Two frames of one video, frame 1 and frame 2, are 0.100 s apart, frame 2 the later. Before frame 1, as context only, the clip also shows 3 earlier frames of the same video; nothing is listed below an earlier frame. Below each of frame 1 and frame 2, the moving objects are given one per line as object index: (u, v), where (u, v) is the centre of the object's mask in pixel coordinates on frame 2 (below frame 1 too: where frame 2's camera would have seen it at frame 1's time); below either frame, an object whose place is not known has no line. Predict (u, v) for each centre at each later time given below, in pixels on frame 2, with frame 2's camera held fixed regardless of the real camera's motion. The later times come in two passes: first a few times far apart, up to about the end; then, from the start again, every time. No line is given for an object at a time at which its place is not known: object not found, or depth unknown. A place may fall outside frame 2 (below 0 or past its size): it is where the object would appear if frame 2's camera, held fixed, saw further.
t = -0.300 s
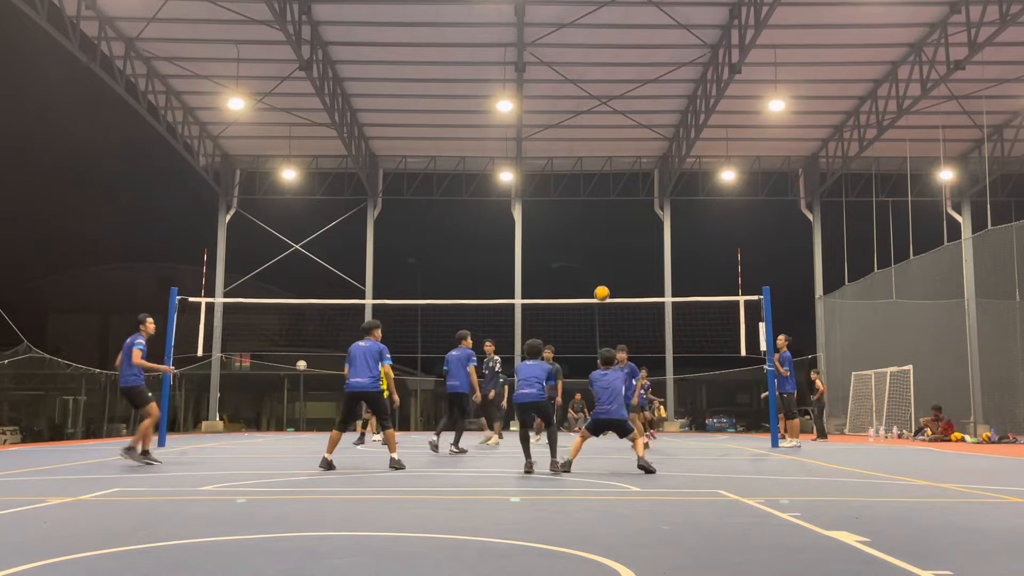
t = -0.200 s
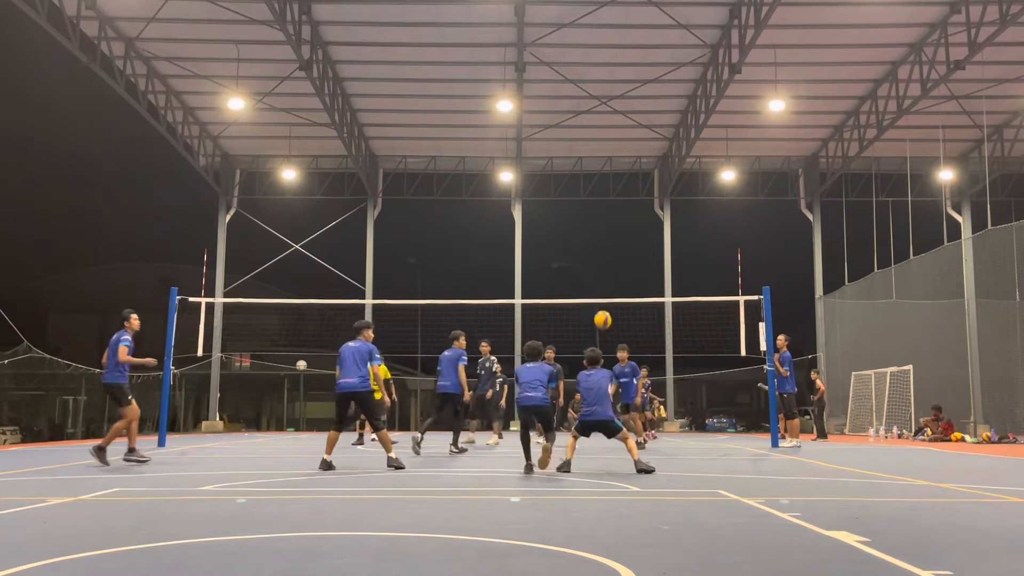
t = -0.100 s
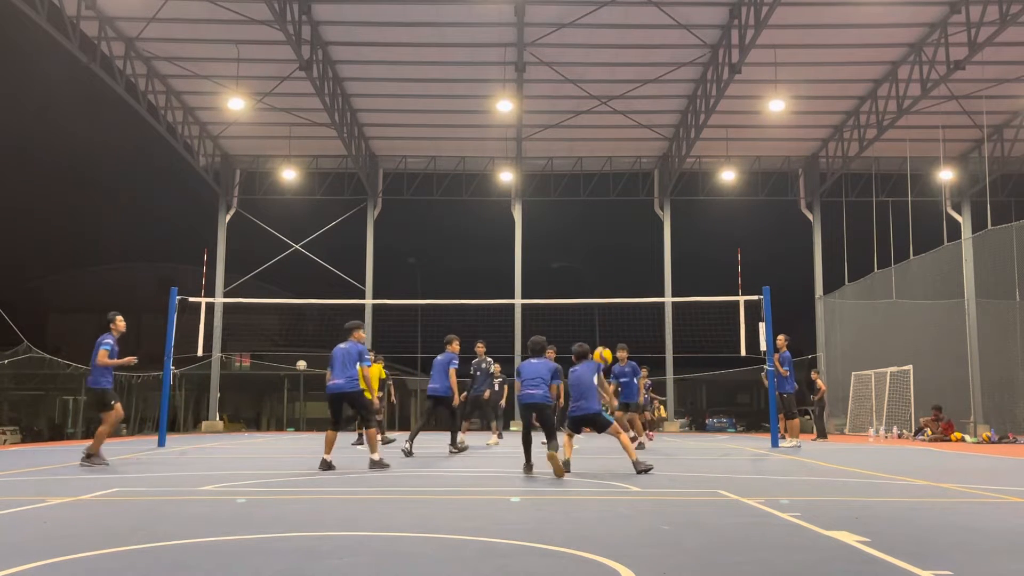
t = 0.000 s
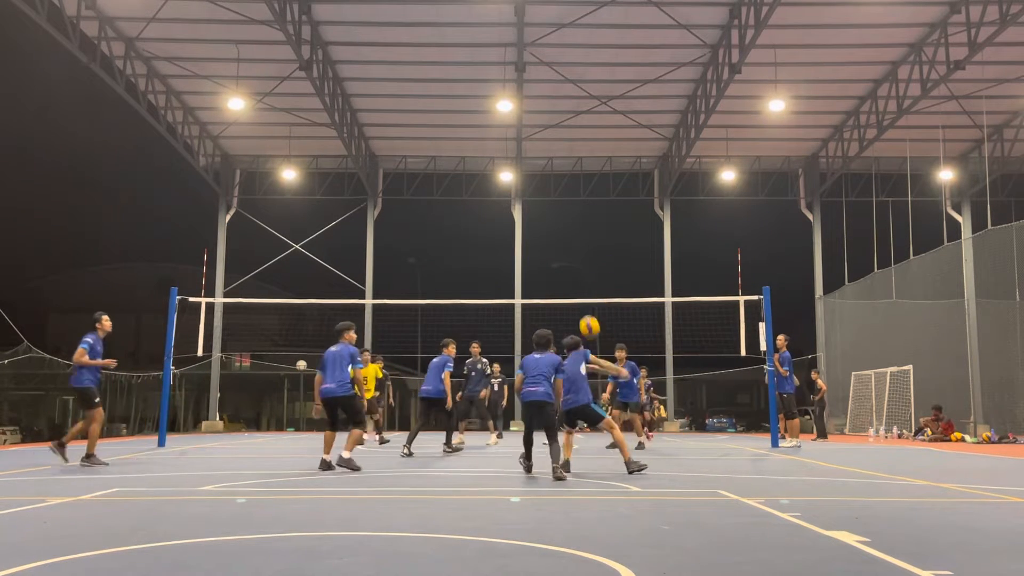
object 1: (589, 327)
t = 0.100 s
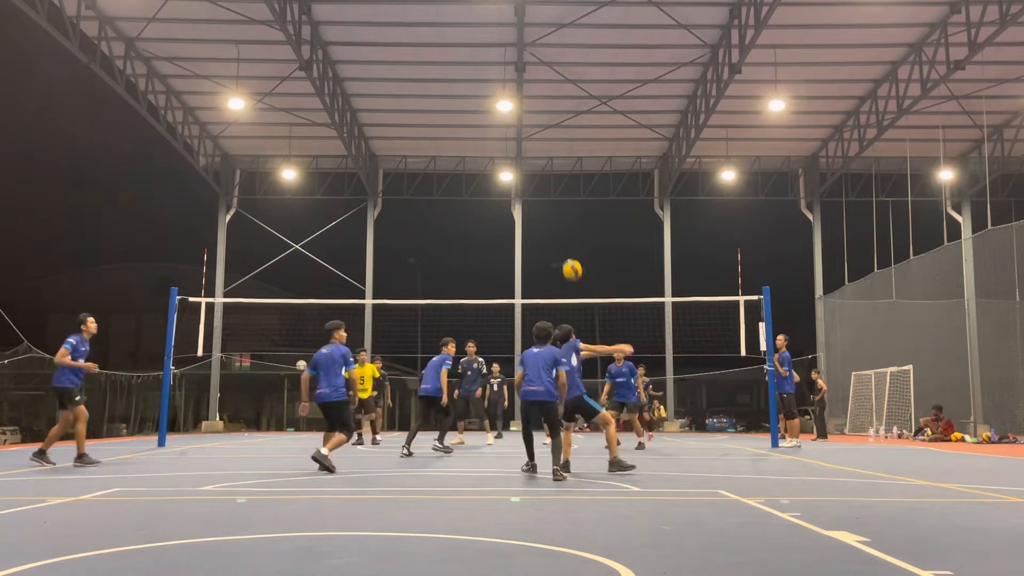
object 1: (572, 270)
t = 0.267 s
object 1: (545, 200)
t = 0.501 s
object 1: (510, 144)
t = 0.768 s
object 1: (472, 137)
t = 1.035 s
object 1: (437, 185)
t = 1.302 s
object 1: (405, 281)
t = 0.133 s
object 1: (566, 253)
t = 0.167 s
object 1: (561, 238)
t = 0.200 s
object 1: (555, 224)
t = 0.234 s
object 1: (550, 211)
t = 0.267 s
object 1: (545, 200)
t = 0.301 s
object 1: (540, 188)
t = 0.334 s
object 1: (534, 179)
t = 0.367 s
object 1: (529, 170)
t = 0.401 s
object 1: (524, 162)
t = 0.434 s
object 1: (519, 154)
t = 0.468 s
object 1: (514, 148)
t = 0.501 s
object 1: (510, 144)
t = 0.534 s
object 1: (505, 140)
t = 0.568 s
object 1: (500, 137)
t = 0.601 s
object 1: (495, 135)
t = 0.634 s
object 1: (490, 134)
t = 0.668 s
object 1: (486, 133)
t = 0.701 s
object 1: (481, 134)
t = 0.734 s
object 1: (476, 136)
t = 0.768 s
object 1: (472, 137)
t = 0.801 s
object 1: (468, 140)
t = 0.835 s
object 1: (463, 145)
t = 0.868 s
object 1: (458, 149)
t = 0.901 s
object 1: (454, 154)
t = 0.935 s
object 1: (450, 161)
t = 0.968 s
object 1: (445, 169)
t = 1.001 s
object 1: (441, 177)
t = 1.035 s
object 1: (437, 185)
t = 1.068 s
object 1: (432, 195)
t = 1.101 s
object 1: (428, 205)
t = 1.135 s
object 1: (424, 215)
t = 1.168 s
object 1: (420, 227)
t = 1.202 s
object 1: (417, 240)
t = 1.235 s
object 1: (413, 253)
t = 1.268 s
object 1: (409, 266)
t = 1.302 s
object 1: (405, 281)
